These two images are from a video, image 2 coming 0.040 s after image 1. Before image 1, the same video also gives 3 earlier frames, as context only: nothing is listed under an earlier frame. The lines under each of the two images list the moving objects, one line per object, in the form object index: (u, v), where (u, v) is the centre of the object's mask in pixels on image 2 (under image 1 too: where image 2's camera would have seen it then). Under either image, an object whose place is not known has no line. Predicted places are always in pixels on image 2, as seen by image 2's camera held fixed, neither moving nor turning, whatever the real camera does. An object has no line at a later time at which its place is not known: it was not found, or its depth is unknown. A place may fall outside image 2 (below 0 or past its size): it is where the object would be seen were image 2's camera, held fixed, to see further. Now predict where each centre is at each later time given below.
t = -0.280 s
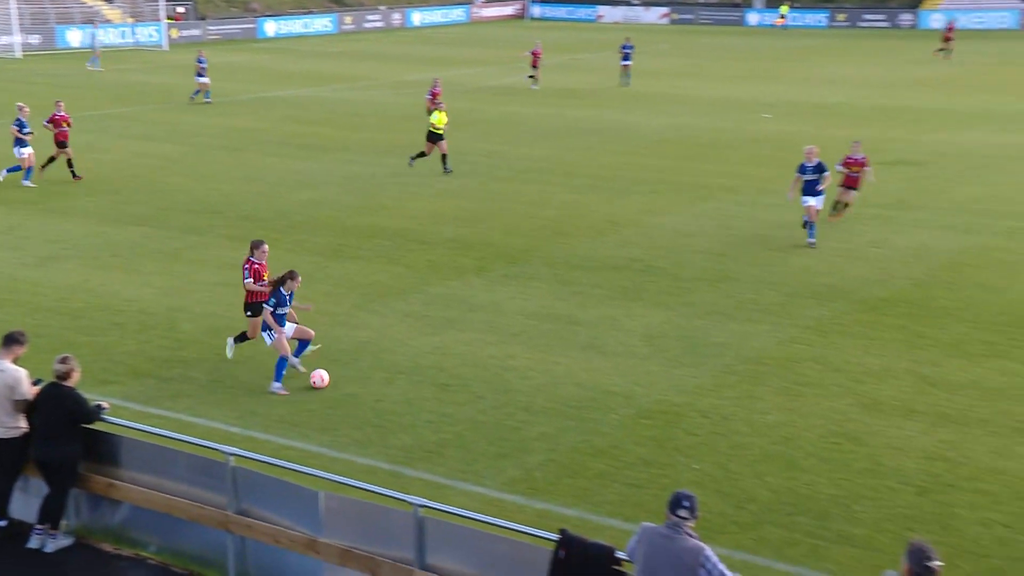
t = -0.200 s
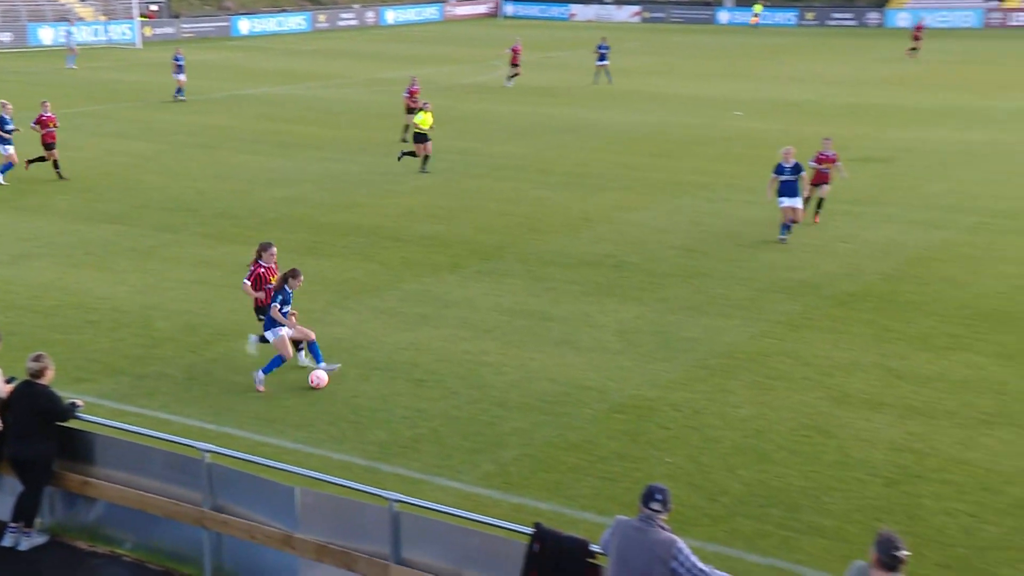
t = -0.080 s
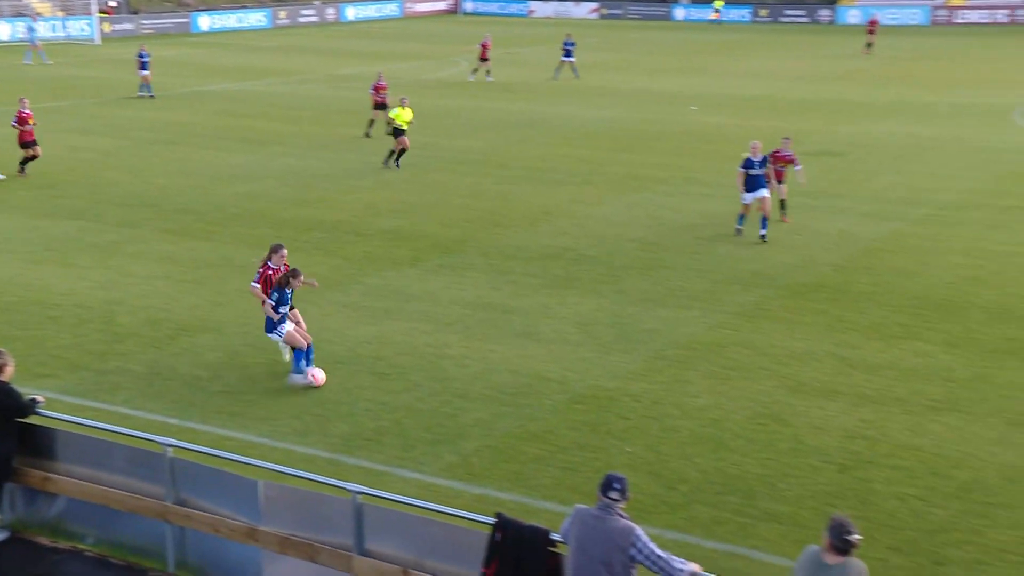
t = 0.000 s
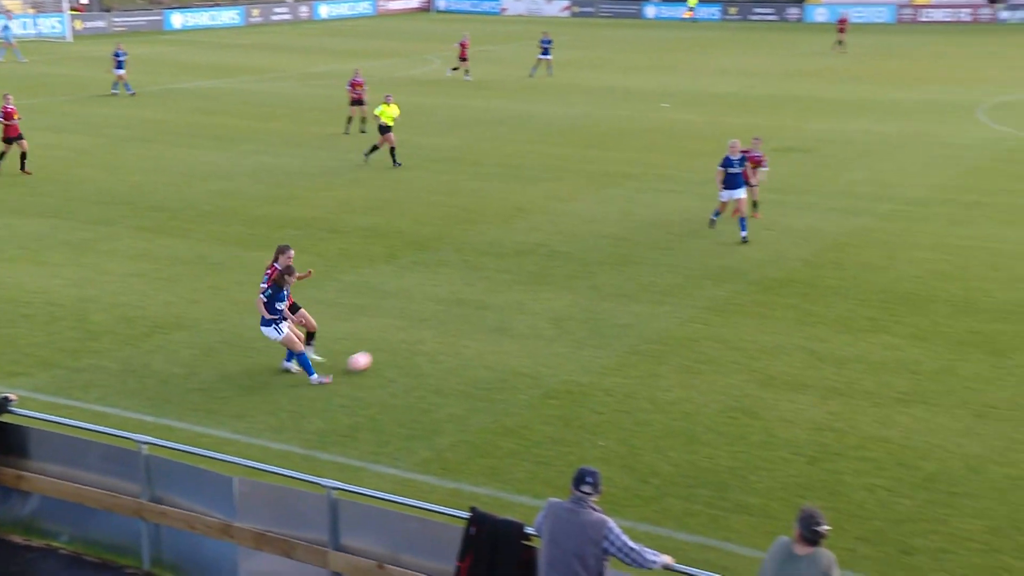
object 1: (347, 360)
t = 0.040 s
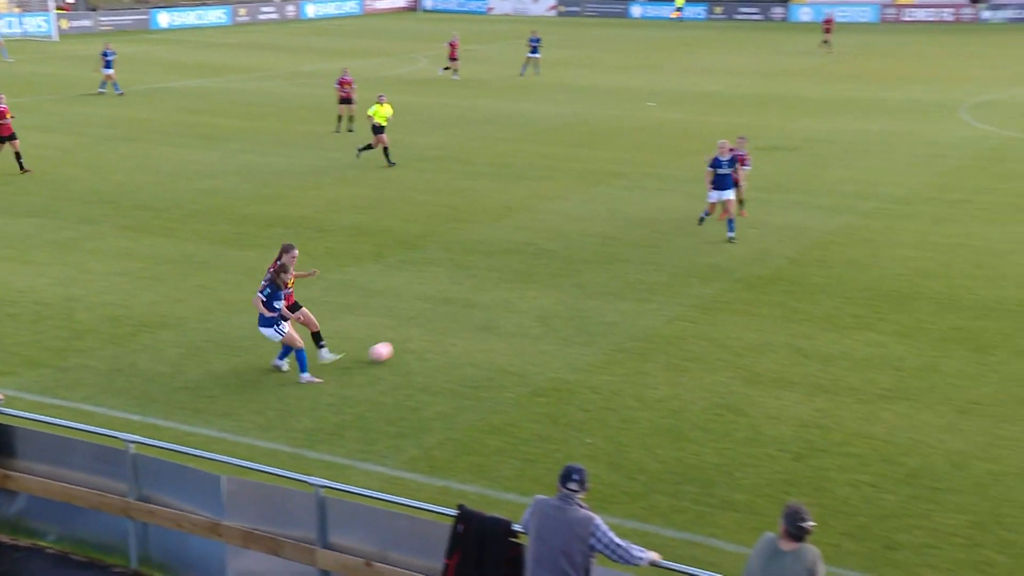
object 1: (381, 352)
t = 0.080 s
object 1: (413, 345)
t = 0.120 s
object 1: (443, 340)
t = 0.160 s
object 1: (471, 334)
